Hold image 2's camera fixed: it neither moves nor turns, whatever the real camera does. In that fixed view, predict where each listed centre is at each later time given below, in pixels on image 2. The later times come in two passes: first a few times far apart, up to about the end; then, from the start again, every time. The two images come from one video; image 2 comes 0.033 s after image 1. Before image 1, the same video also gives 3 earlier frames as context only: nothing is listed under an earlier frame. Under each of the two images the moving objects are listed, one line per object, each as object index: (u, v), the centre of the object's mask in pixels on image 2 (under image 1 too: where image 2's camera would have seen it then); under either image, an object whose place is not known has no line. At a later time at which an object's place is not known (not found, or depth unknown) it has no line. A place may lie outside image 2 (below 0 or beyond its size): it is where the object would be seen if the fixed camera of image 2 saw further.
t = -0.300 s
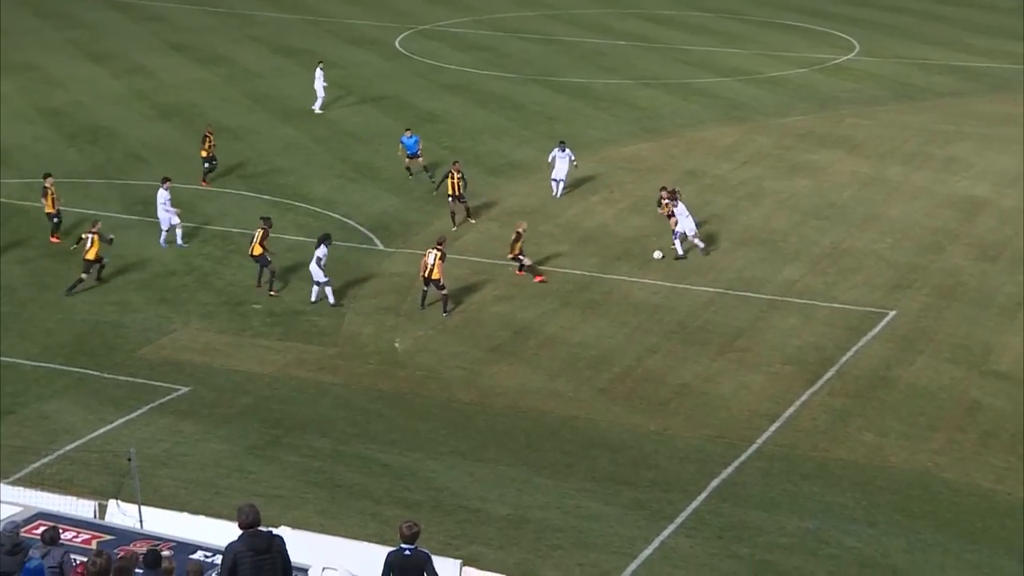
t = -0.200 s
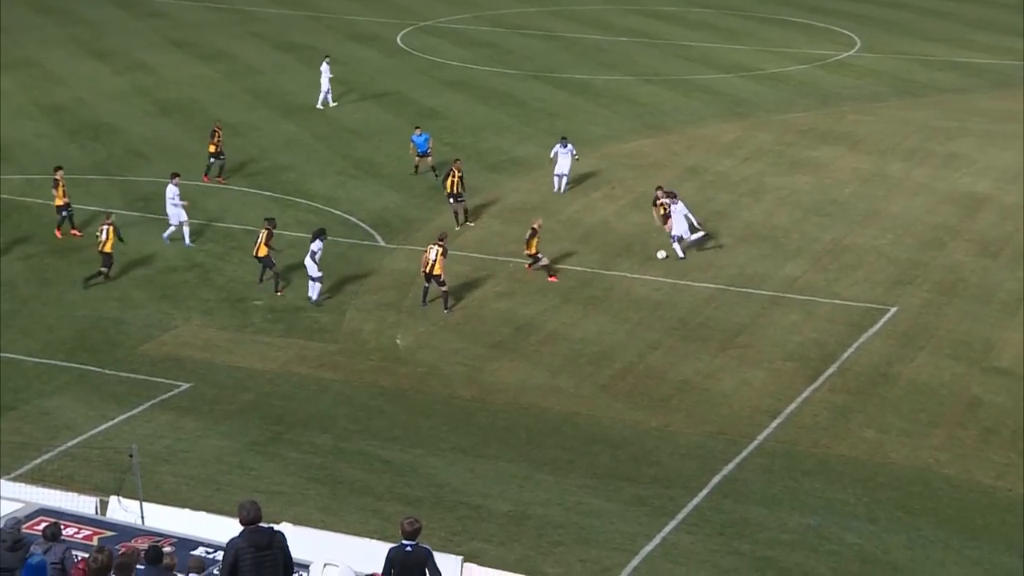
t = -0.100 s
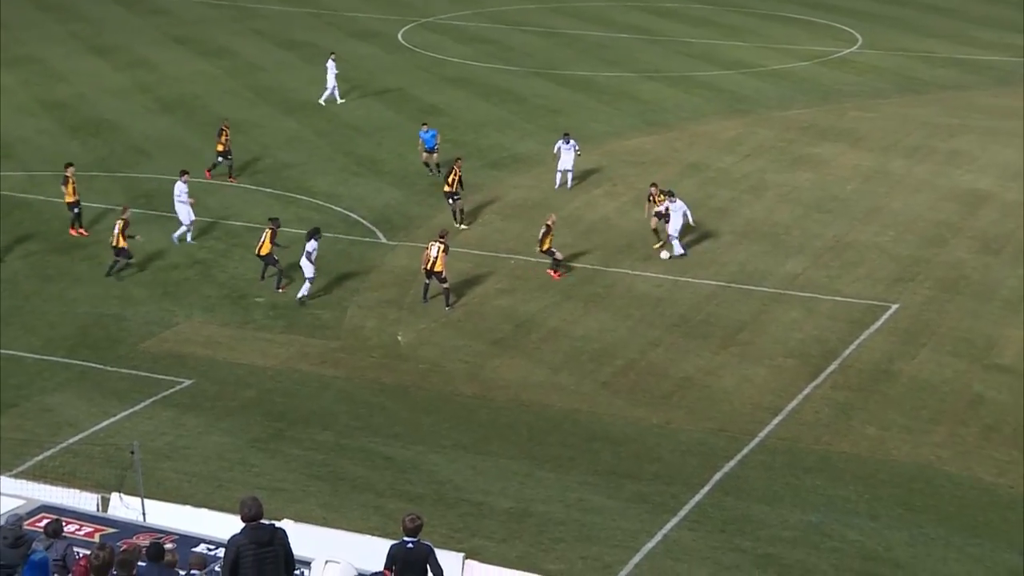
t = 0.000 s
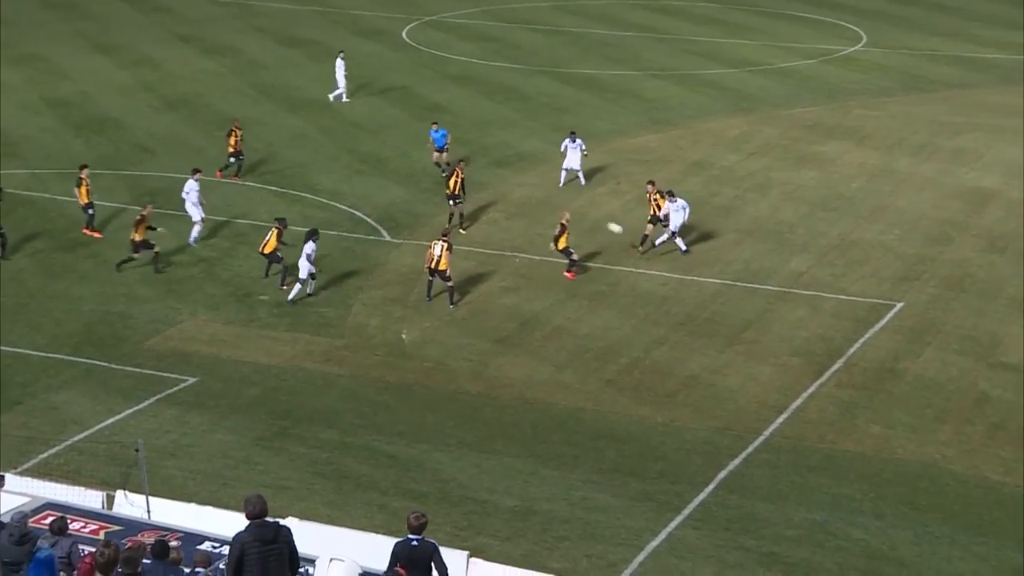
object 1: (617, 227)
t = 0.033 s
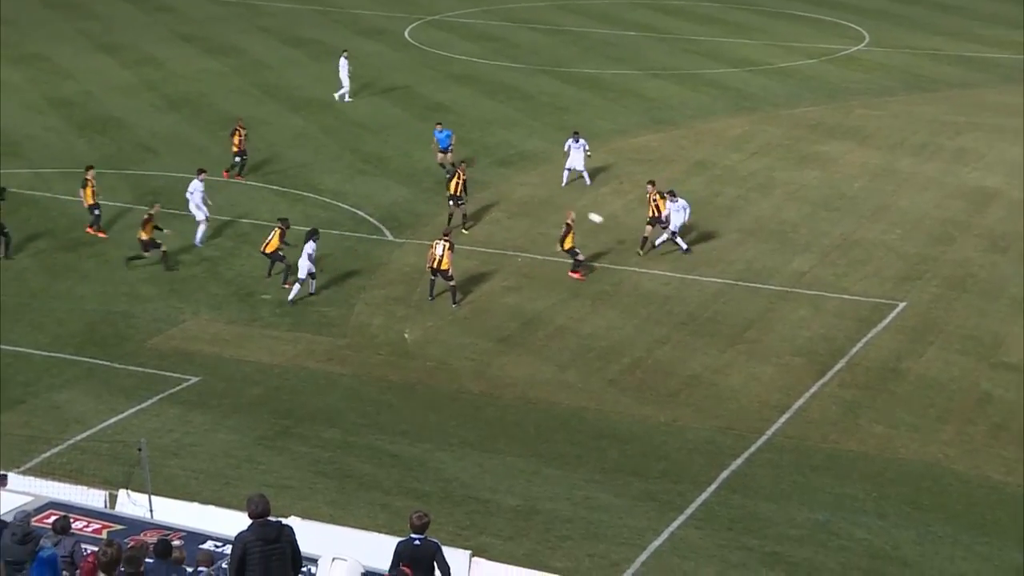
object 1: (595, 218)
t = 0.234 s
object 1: (471, 167)
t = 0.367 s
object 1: (392, 140)
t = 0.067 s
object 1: (574, 208)
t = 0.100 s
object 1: (554, 200)
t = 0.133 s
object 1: (533, 190)
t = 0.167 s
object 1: (512, 182)
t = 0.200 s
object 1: (491, 174)
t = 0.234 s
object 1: (471, 167)
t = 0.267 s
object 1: (451, 160)
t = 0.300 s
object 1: (430, 152)
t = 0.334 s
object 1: (411, 146)
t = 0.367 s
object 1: (392, 140)
